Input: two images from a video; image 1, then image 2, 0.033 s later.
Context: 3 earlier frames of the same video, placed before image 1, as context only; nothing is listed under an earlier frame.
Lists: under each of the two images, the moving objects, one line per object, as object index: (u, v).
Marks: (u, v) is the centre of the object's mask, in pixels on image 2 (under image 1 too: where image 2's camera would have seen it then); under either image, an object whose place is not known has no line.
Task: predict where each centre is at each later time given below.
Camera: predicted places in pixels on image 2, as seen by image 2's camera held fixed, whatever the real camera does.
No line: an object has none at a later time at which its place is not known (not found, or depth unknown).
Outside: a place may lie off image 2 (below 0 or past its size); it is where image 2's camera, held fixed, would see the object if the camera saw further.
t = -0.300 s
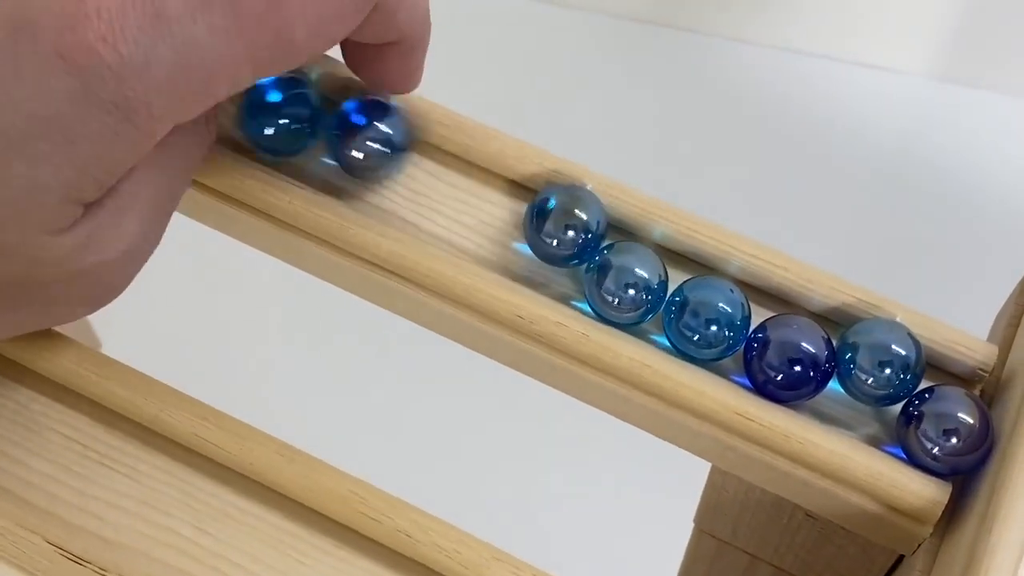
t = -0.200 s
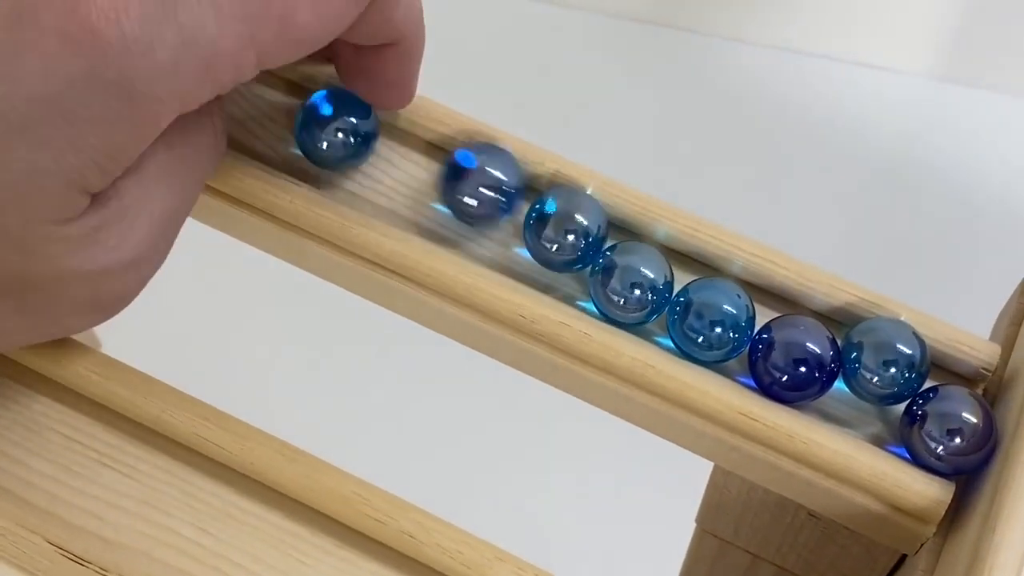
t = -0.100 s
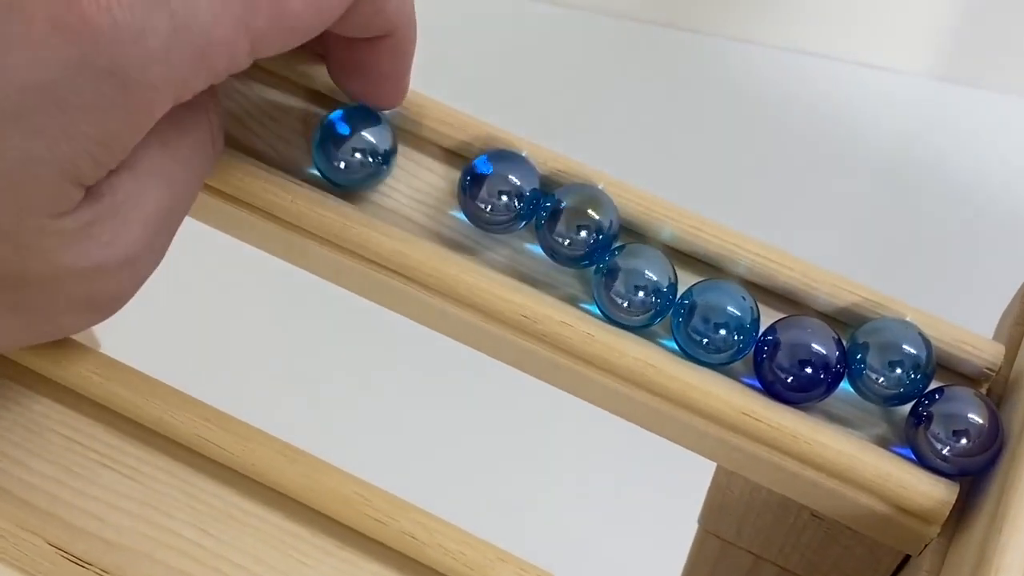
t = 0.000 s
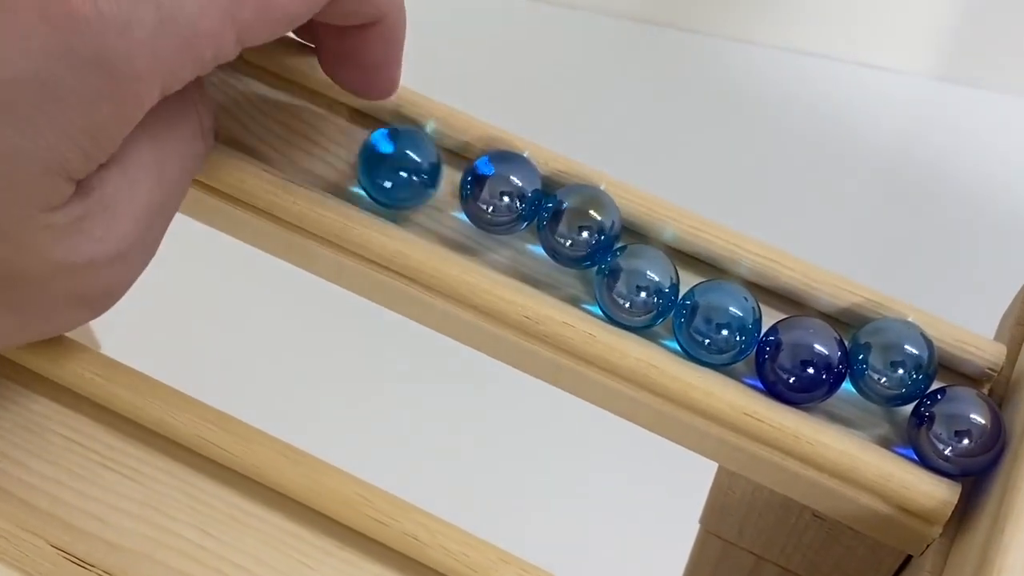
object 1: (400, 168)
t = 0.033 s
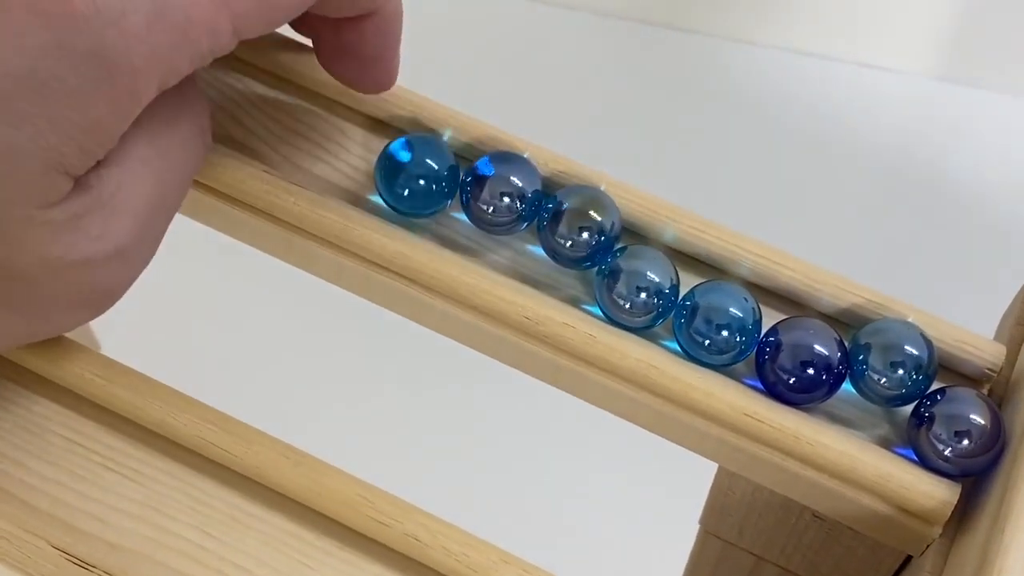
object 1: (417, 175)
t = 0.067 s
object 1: (416, 180)
